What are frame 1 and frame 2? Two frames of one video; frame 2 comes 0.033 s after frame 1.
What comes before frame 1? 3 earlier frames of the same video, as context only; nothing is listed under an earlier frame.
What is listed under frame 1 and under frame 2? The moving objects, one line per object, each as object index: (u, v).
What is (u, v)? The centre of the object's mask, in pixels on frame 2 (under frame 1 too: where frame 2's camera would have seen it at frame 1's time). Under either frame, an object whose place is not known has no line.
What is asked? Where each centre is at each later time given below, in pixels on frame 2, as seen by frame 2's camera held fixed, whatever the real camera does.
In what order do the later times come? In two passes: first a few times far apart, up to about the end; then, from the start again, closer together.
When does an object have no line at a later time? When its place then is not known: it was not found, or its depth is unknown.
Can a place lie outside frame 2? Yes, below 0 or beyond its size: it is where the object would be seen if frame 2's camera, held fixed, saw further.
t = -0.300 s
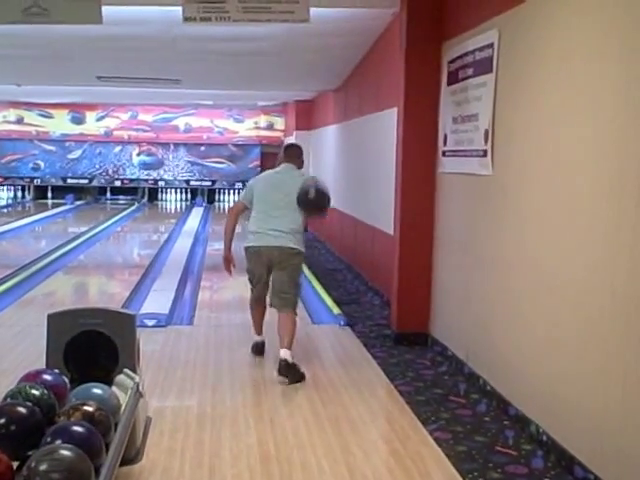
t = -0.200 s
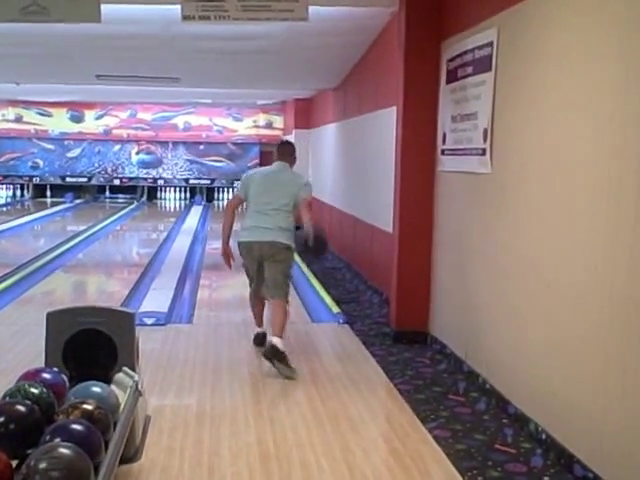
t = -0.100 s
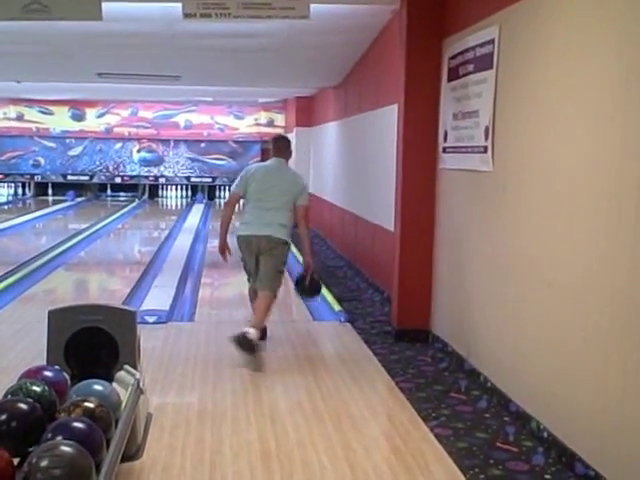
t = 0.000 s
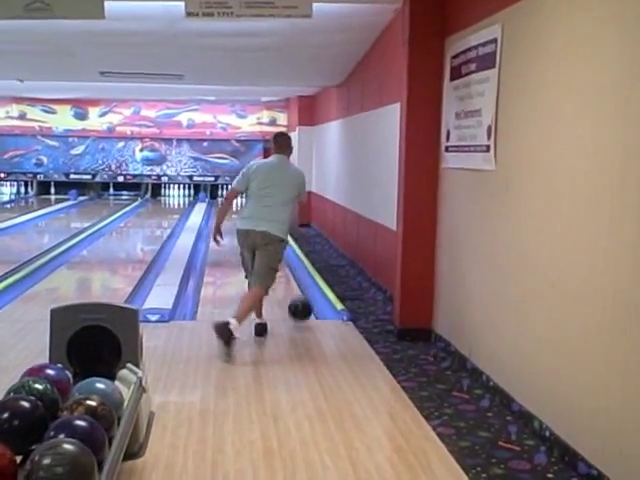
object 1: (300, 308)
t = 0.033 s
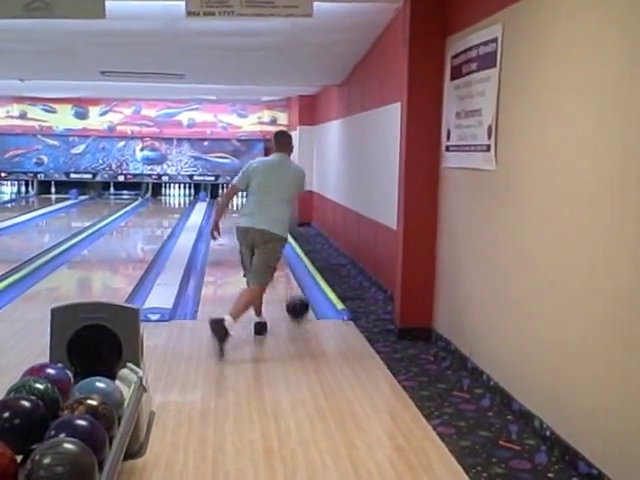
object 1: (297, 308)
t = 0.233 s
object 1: (283, 282)
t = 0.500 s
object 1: (274, 260)
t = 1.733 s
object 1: (242, 207)
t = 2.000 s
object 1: (239, 202)
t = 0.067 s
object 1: (295, 300)
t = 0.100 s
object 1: (292, 295)
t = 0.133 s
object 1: (290, 292)
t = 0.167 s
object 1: (287, 289)
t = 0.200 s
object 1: (285, 286)
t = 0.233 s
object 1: (283, 282)
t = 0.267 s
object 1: (281, 278)
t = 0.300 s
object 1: (279, 275)
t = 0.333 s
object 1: (277, 272)
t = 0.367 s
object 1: (276, 269)
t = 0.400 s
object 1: (275, 266)
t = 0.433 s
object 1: (275, 264)
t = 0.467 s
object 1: (274, 262)
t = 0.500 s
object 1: (274, 260)
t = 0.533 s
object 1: (274, 258)
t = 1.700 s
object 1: (242, 208)
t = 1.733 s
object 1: (242, 207)
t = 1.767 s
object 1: (242, 206)
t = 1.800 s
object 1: (242, 206)
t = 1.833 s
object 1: (243, 206)
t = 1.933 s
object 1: (238, 204)
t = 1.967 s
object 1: (239, 203)
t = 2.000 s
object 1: (239, 202)
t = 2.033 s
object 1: (239, 202)
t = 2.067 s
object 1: (238, 202)
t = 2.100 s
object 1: (238, 201)
